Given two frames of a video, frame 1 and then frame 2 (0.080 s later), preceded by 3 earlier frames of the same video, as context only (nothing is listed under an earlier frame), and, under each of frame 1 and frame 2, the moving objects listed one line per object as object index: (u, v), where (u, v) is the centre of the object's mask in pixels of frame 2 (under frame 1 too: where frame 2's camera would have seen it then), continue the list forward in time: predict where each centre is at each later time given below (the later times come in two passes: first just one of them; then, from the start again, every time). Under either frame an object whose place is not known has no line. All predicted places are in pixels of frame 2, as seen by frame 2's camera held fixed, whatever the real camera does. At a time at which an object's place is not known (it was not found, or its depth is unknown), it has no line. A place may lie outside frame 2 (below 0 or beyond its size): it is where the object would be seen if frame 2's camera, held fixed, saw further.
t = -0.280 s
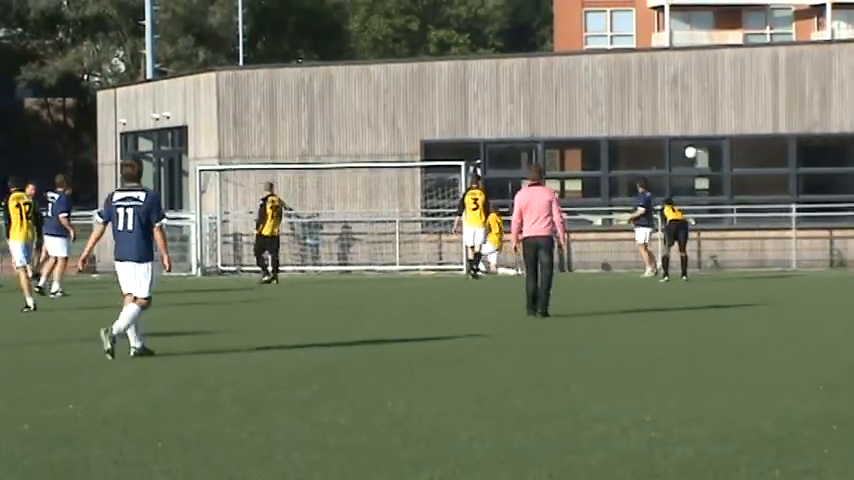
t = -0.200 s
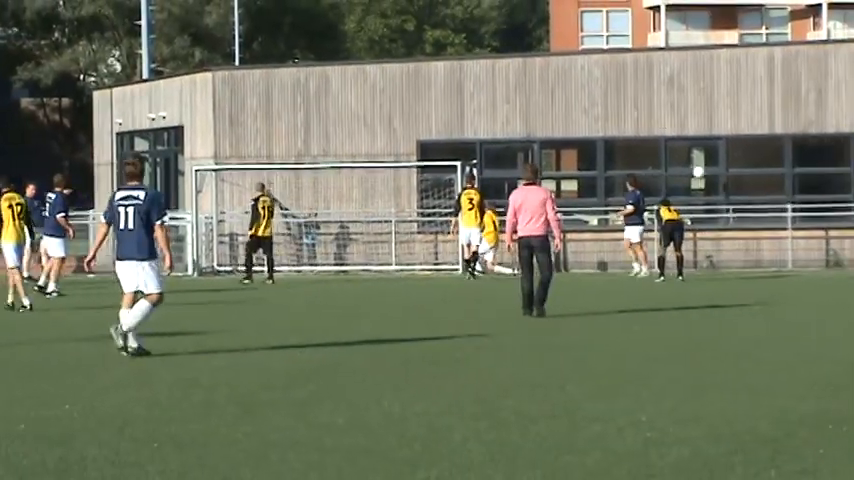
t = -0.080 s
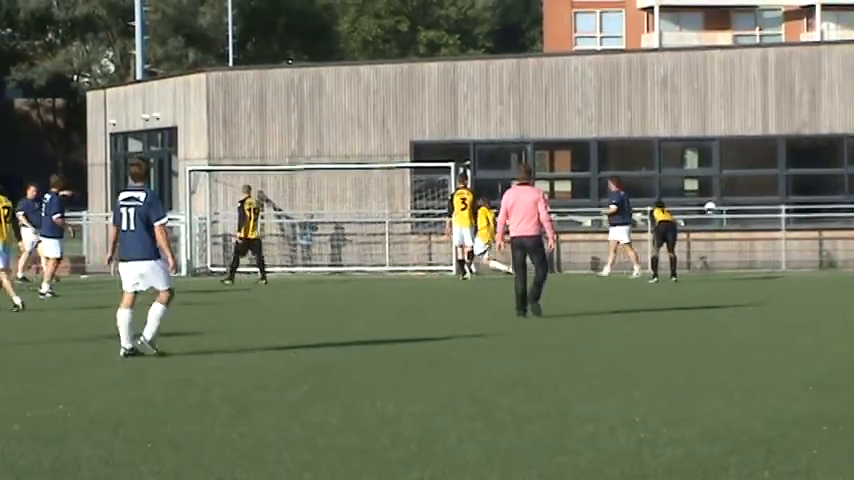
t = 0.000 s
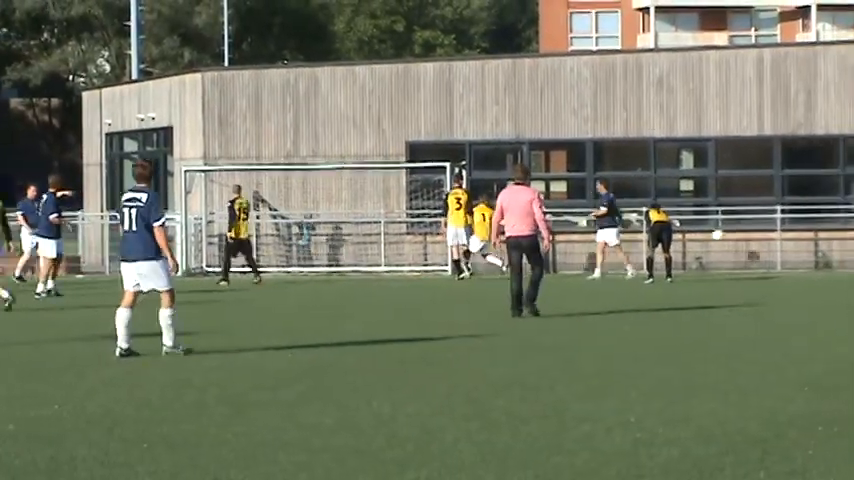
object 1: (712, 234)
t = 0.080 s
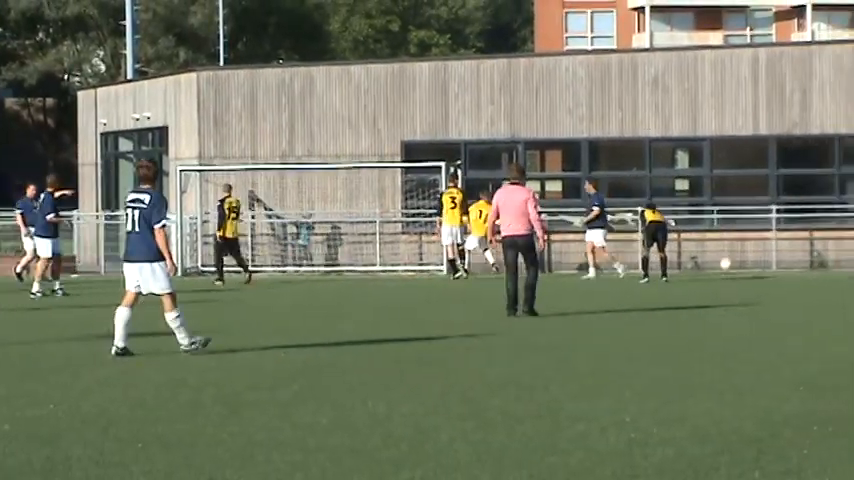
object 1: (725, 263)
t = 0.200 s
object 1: (725, 238)
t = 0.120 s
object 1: (726, 260)
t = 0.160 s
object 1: (725, 248)
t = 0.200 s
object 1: (725, 238)
